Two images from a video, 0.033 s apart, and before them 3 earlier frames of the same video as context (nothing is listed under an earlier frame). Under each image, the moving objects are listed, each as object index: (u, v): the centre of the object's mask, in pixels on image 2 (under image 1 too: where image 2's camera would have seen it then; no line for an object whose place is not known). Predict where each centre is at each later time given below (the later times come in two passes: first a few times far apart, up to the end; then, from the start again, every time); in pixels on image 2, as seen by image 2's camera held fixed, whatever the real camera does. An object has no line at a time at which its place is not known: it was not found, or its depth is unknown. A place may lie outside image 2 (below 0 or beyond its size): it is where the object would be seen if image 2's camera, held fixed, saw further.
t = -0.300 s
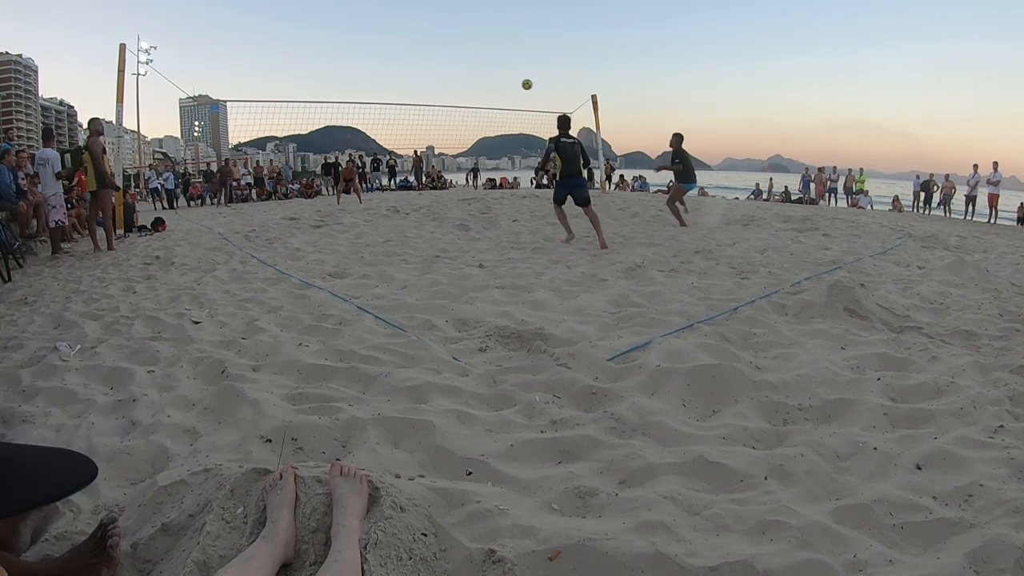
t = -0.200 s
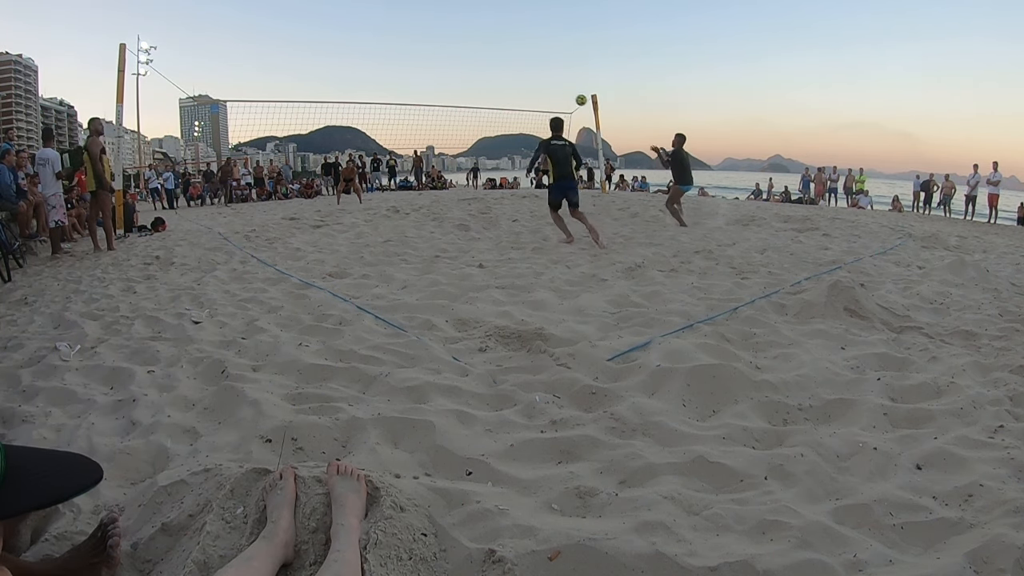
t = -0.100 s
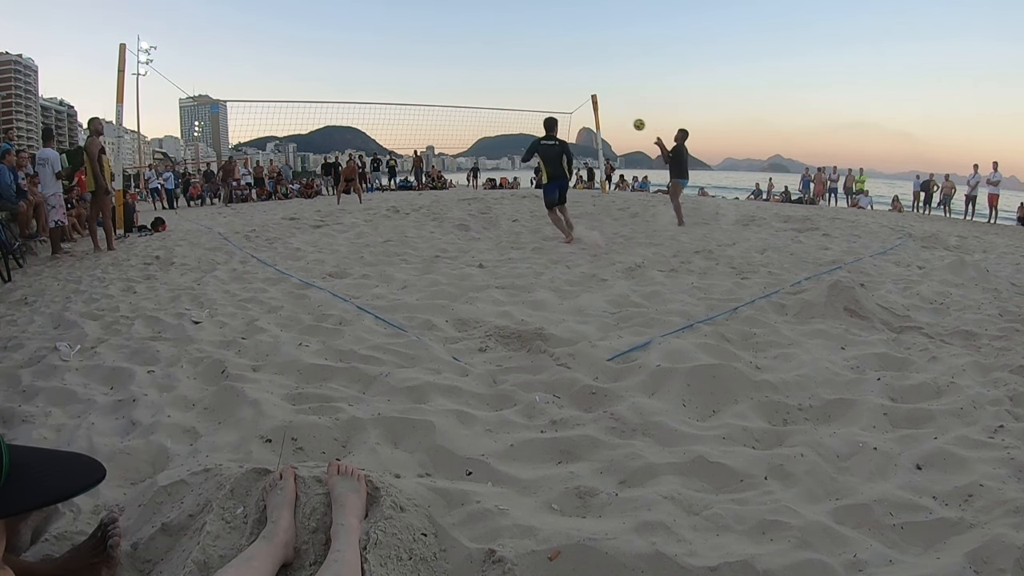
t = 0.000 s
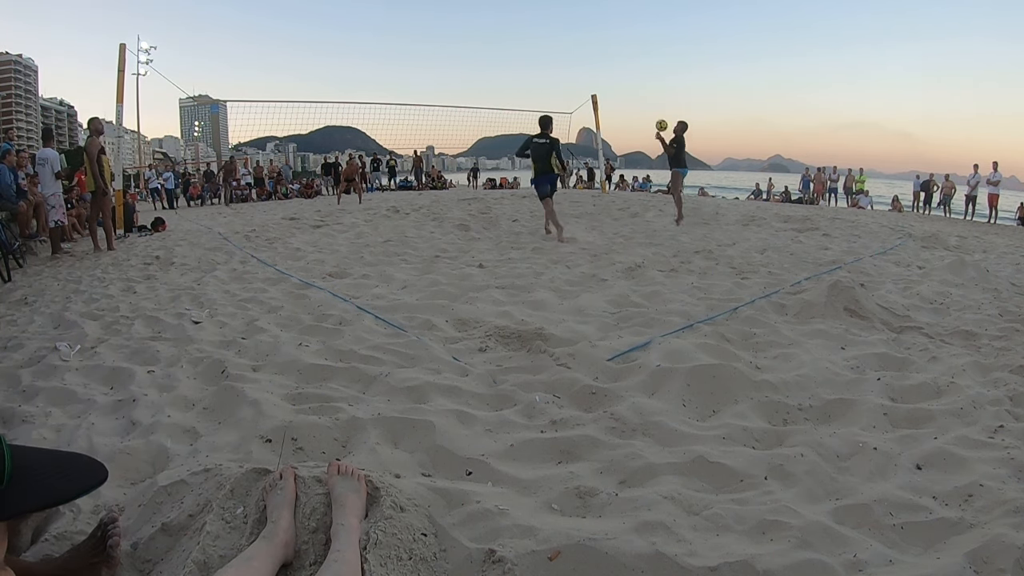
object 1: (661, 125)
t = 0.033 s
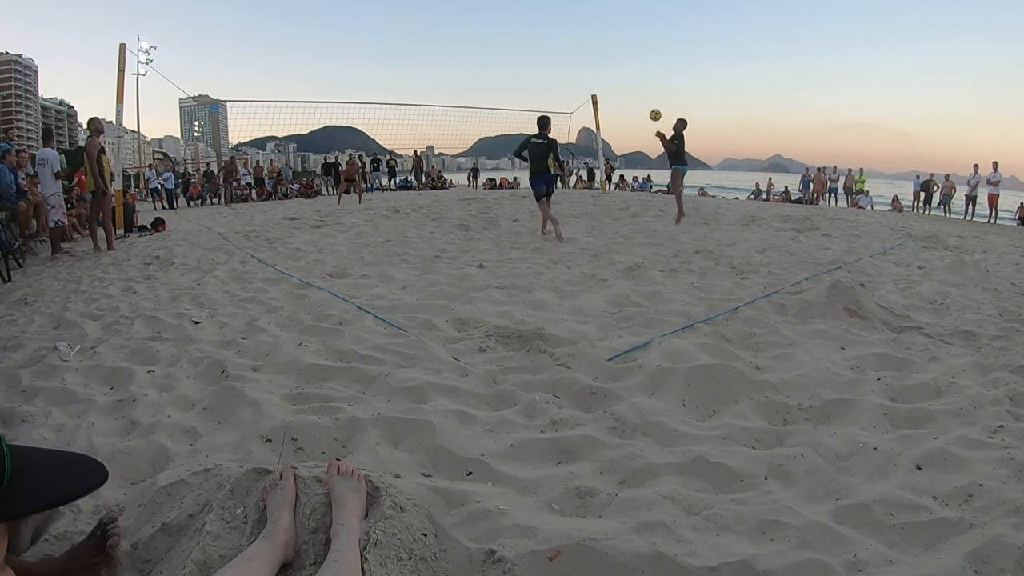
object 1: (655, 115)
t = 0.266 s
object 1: (611, 63)
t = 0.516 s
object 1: (566, 43)
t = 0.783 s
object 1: (522, 60)
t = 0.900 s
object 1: (504, 79)
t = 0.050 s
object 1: (652, 110)
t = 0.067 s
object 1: (649, 105)
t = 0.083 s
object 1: (645, 101)
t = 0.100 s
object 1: (642, 97)
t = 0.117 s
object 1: (639, 92)
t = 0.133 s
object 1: (636, 88)
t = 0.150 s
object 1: (633, 85)
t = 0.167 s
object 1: (629, 81)
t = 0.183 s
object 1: (626, 78)
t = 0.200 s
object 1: (623, 74)
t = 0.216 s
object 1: (620, 71)
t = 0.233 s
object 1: (617, 68)
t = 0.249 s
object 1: (614, 65)
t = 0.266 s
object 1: (611, 63)
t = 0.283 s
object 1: (608, 61)
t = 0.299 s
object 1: (605, 58)
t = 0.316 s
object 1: (602, 56)
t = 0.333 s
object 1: (599, 54)
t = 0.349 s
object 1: (596, 52)
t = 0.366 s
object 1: (593, 51)
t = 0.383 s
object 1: (590, 49)
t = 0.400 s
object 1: (587, 48)
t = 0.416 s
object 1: (584, 47)
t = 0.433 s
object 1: (581, 46)
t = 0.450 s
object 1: (578, 45)
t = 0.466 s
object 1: (575, 44)
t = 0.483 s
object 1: (572, 44)
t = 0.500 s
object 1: (569, 43)
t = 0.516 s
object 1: (566, 43)
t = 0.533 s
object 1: (563, 43)
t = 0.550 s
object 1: (560, 43)
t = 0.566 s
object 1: (557, 44)
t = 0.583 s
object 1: (555, 44)
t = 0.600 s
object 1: (552, 44)
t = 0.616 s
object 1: (549, 45)
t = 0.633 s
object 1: (546, 46)
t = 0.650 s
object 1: (544, 47)
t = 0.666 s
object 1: (541, 48)
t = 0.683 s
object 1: (538, 49)
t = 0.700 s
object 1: (536, 51)
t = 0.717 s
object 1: (533, 52)
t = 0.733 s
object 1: (530, 54)
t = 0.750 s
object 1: (527, 56)
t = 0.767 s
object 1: (525, 58)
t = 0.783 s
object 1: (522, 60)
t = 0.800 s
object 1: (519, 62)
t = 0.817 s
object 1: (517, 65)
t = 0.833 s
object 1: (514, 68)
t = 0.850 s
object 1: (512, 70)
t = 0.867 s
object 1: (509, 73)
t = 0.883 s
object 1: (507, 76)
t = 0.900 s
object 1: (504, 79)
